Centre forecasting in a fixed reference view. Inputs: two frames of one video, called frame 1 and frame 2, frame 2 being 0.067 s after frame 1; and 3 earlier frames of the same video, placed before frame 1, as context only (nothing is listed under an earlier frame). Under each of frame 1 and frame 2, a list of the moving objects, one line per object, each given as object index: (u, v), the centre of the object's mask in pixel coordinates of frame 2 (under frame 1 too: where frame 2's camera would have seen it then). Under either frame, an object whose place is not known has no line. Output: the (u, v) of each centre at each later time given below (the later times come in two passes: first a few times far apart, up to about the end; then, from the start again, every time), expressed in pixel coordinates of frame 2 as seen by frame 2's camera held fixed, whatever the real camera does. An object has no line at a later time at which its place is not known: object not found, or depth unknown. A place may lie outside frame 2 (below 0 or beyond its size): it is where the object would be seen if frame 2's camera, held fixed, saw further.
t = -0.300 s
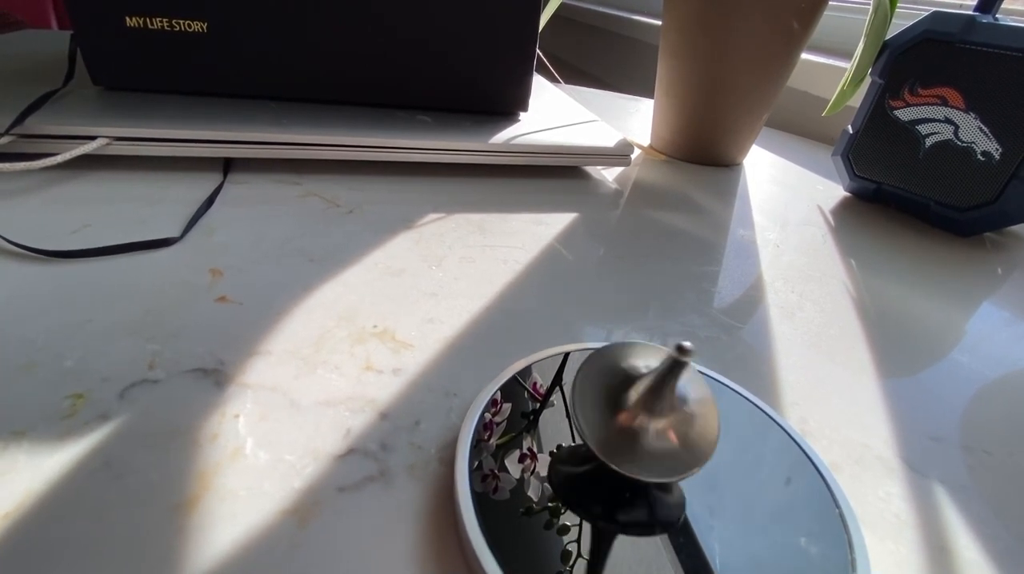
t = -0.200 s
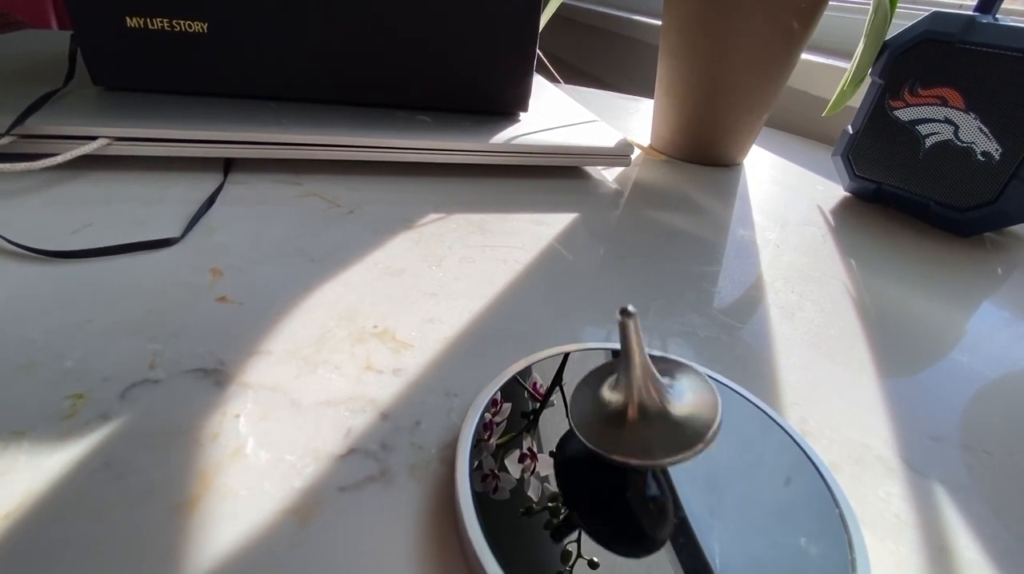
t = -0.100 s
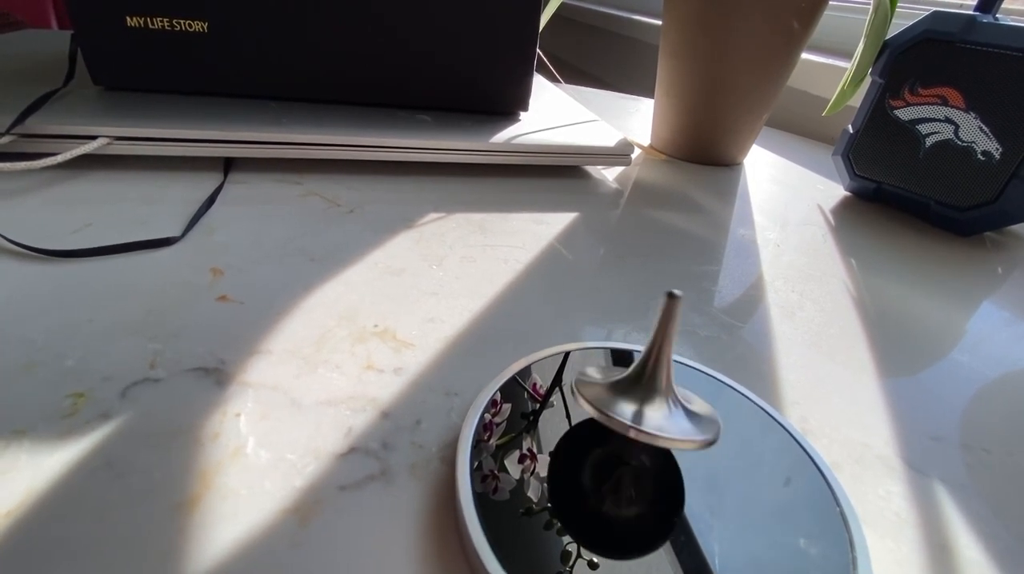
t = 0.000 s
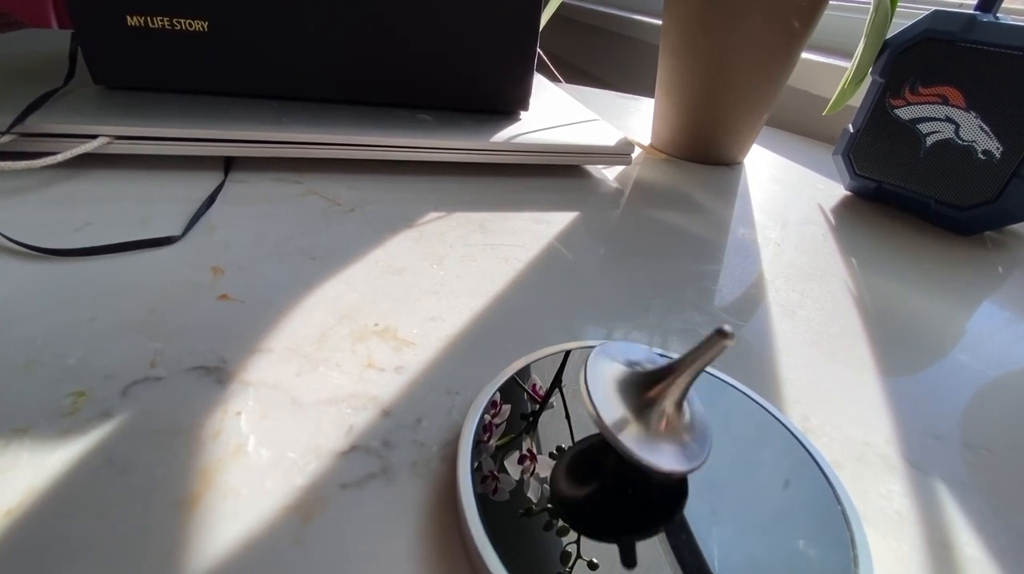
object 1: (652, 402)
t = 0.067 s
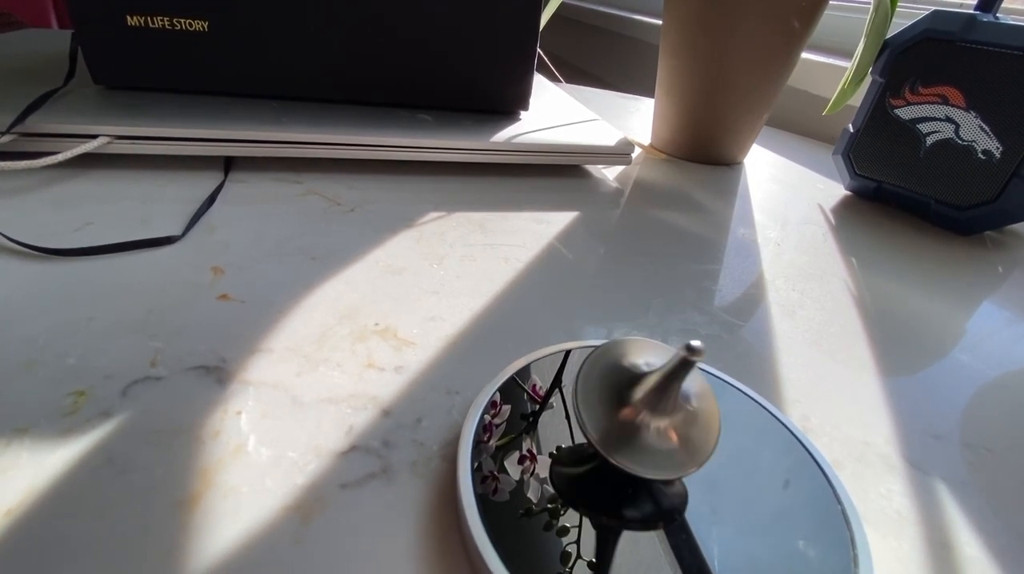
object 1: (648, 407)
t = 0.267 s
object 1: (650, 390)
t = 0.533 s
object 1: (644, 402)
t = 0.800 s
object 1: (647, 410)
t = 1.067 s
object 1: (658, 398)
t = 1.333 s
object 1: (647, 390)
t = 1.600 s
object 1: (645, 407)
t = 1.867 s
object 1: (648, 409)
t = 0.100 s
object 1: (646, 409)
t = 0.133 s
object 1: (646, 407)
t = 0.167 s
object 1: (645, 403)
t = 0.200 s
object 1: (645, 397)
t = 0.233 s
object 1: (646, 392)
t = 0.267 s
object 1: (650, 390)
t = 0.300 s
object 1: (655, 392)
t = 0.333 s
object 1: (658, 397)
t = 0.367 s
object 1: (654, 402)
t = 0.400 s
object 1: (651, 407)
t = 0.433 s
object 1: (647, 410)
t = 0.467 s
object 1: (646, 410)
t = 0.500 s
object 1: (645, 407)
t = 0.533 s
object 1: (644, 402)
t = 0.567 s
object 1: (644, 396)
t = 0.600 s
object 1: (646, 391)
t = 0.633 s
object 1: (651, 390)
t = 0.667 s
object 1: (655, 392)
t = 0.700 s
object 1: (658, 398)
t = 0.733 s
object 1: (654, 404)
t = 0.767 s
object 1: (650, 407)
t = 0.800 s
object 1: (647, 410)
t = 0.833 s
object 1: (646, 410)
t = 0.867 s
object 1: (645, 407)
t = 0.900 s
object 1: (644, 402)
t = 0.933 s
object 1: (644, 396)
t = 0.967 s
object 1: (646, 390)
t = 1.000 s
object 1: (651, 389)
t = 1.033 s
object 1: (656, 392)
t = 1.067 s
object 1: (658, 398)
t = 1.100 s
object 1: (655, 403)
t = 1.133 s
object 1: (650, 408)
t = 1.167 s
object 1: (646, 410)
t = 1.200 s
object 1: (646, 411)
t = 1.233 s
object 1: (645, 407)
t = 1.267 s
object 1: (644, 401)
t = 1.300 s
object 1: (643, 396)
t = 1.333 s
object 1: (647, 390)
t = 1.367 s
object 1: (652, 389)
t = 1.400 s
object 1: (657, 392)
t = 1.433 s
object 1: (657, 399)
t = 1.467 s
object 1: (654, 405)
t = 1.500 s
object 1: (649, 408)
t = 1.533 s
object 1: (646, 411)
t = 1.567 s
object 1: (646, 411)
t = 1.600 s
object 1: (645, 407)
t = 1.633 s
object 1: (643, 399)
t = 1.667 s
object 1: (643, 393)
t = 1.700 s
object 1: (647, 388)
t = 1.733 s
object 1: (653, 388)
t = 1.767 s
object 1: (657, 394)
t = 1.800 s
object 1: (657, 401)
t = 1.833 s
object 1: (653, 405)
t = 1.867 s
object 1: (648, 409)
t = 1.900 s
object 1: (645, 411)
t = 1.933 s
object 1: (645, 410)
